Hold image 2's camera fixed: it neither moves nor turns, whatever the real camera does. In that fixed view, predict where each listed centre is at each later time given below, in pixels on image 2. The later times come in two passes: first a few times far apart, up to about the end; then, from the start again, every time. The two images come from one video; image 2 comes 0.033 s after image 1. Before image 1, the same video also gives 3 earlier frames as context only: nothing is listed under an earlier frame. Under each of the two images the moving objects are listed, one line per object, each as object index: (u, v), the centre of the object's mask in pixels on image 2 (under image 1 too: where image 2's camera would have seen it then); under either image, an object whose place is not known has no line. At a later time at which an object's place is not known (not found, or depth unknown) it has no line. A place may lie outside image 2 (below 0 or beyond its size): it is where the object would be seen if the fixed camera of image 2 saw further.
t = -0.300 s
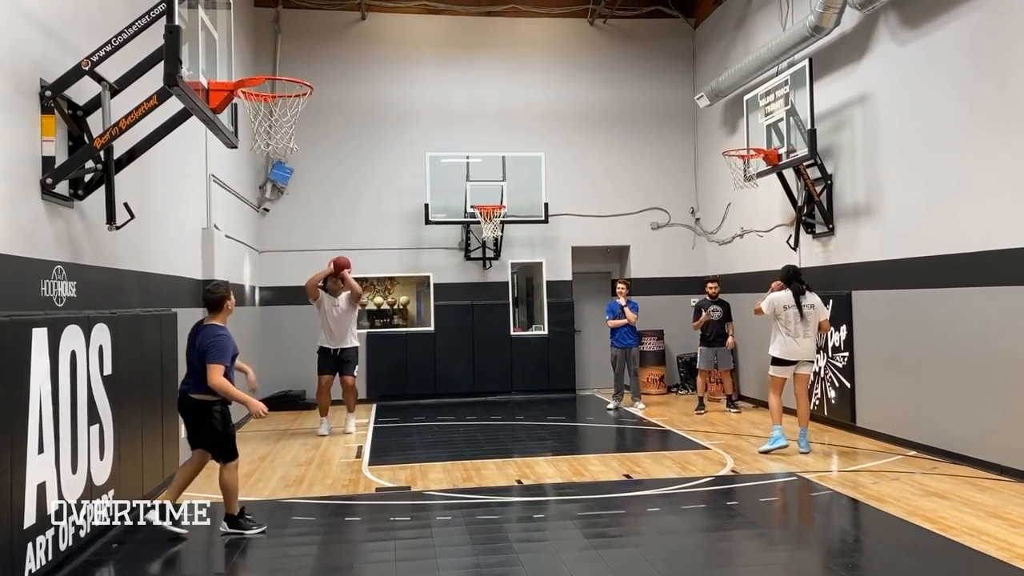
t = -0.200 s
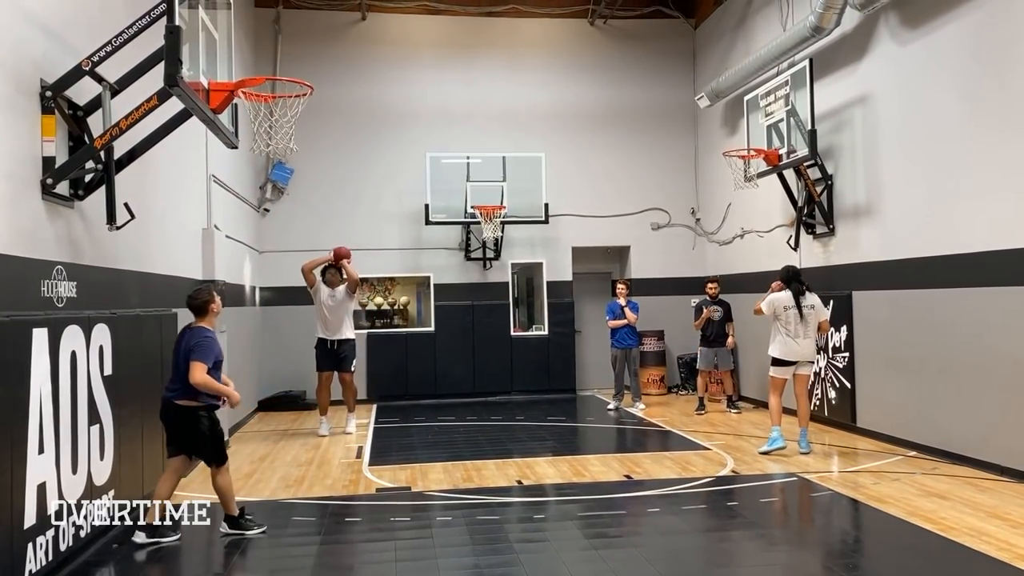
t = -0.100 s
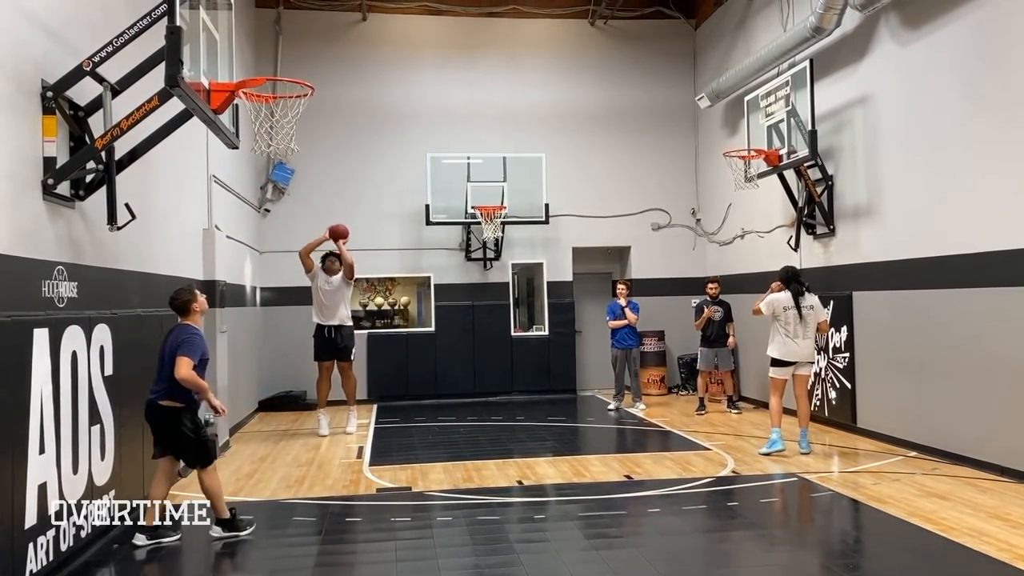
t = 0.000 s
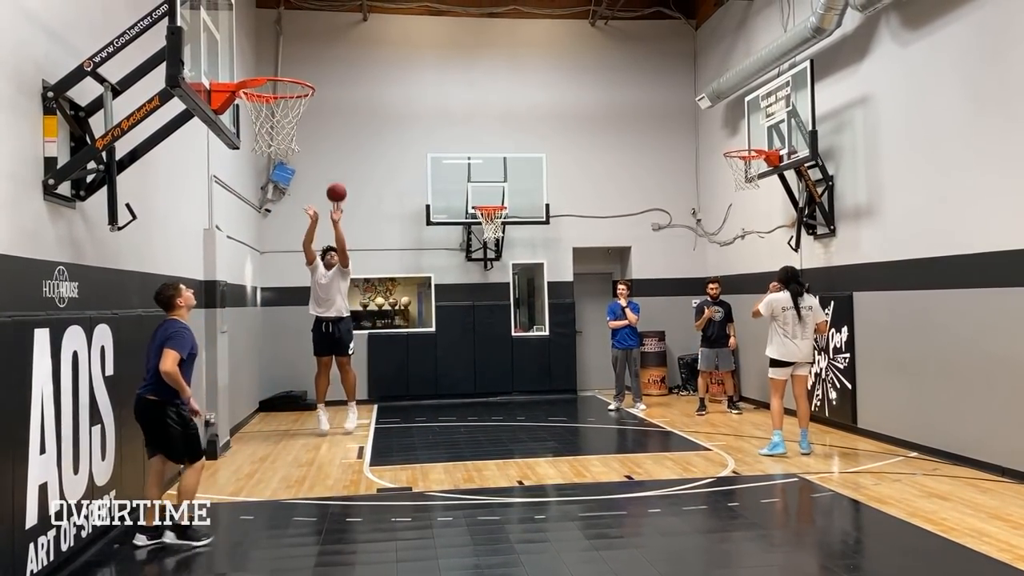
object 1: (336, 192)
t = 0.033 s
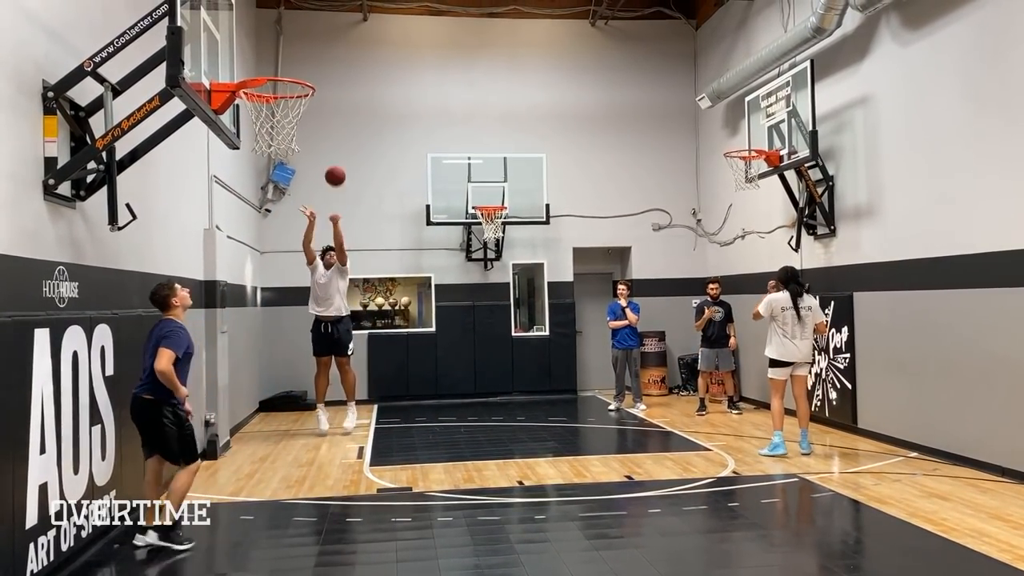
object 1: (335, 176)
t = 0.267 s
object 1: (324, 72)
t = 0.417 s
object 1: (317, 20)
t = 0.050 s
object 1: (334, 167)
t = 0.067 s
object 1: (334, 159)
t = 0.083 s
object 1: (333, 152)
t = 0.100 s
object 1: (332, 143)
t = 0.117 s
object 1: (331, 136)
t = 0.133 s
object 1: (331, 128)
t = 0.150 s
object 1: (330, 121)
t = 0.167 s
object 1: (329, 113)
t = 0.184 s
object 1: (328, 106)
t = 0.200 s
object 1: (328, 99)
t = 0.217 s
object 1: (327, 92)
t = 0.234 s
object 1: (326, 86)
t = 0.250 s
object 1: (325, 79)
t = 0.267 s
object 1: (324, 72)
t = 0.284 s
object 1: (324, 66)
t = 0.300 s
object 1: (323, 60)
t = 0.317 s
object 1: (322, 53)
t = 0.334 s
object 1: (321, 47)
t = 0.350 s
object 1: (320, 42)
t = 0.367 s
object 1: (319, 36)
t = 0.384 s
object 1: (319, 31)
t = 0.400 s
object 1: (318, 26)
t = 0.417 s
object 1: (317, 20)
